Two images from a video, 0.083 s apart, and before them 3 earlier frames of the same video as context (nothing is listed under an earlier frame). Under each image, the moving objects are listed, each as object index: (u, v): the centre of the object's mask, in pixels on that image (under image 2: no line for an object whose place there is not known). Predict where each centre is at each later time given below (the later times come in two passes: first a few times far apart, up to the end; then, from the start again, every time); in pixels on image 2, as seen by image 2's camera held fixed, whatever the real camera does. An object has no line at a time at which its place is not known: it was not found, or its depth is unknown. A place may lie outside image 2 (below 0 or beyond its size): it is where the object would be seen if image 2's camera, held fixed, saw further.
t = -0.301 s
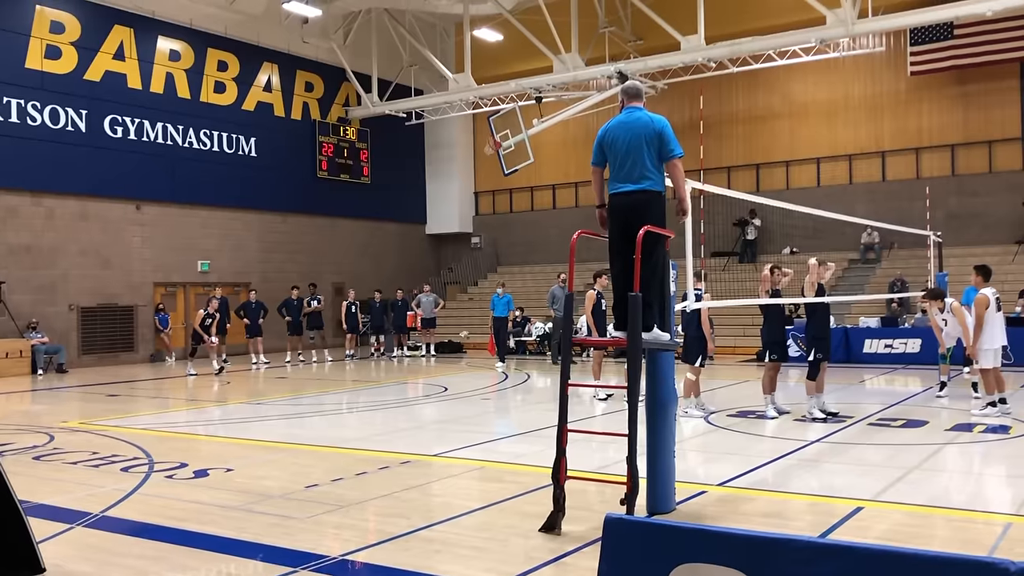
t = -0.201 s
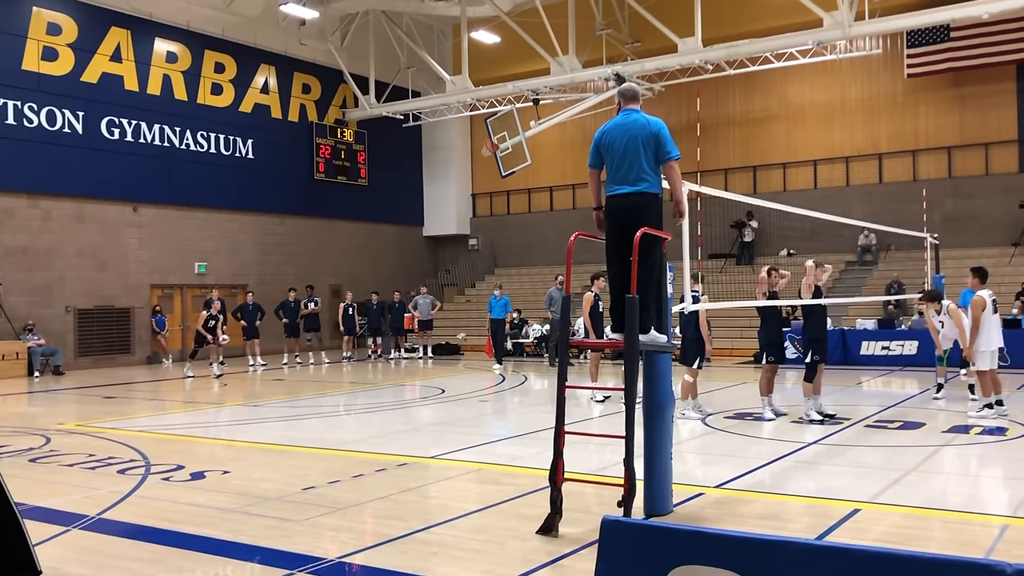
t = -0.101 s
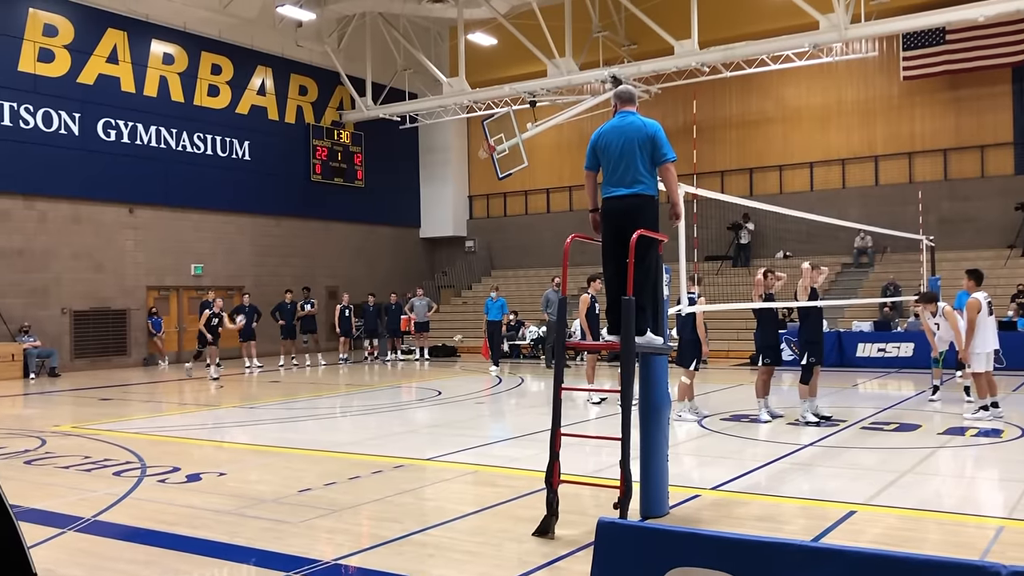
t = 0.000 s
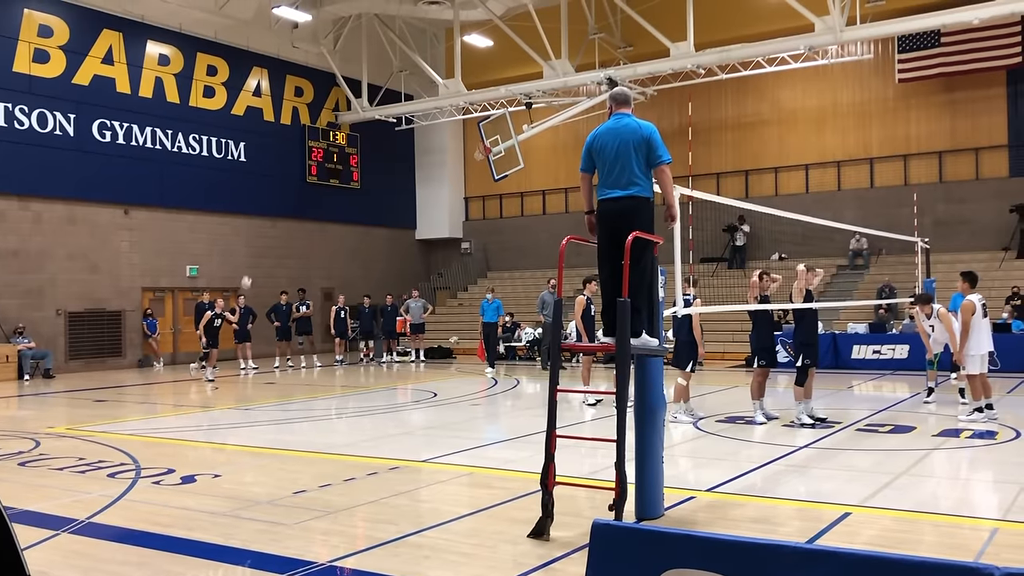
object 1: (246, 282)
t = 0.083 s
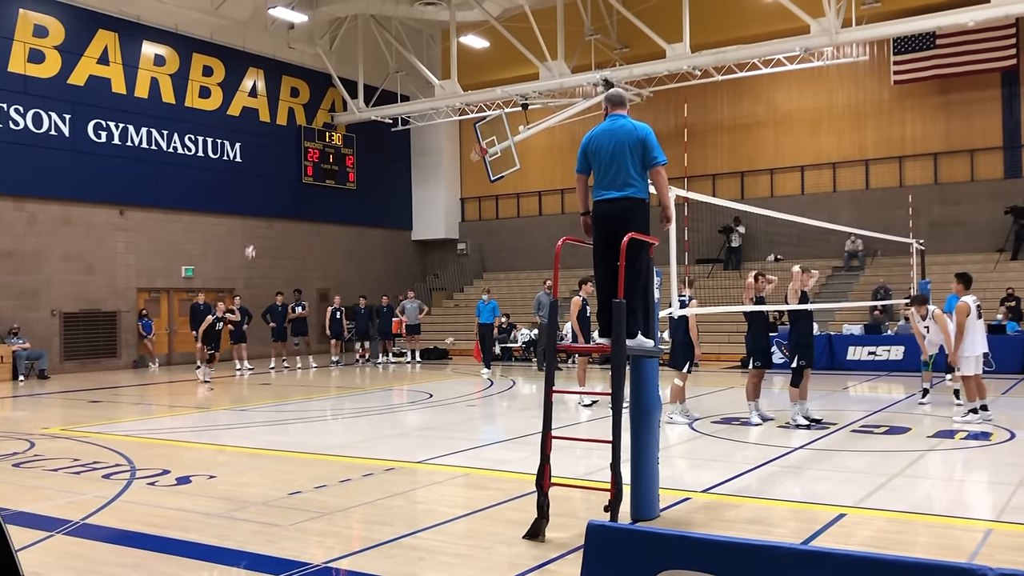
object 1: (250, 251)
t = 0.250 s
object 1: (266, 199)
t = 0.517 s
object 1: (293, 142)
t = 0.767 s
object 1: (319, 119)
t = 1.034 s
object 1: (350, 128)
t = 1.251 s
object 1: (374, 162)
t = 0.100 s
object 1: (251, 246)
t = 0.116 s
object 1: (253, 240)
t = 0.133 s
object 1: (255, 234)
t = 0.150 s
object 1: (256, 229)
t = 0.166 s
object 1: (258, 224)
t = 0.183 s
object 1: (260, 218)
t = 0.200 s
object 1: (261, 214)
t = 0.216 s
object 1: (263, 209)
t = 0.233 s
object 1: (265, 204)
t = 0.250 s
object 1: (266, 199)
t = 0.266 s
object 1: (268, 195)
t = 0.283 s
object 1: (269, 191)
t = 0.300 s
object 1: (271, 186)
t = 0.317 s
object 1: (273, 182)
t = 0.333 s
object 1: (274, 178)
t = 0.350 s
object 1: (276, 174)
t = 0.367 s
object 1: (277, 170)
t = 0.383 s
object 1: (279, 167)
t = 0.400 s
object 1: (281, 163)
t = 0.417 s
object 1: (283, 160)
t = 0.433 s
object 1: (284, 156)
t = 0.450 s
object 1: (286, 153)
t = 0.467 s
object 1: (288, 150)
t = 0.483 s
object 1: (289, 148)
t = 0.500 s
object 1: (291, 145)
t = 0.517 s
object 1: (293, 142)
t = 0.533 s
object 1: (295, 140)
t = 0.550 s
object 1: (296, 137)
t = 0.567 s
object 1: (298, 135)
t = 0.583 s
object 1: (300, 133)
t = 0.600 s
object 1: (302, 131)
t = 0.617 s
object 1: (303, 130)
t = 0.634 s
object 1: (305, 128)
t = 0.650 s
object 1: (307, 126)
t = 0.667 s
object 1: (309, 125)
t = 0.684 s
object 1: (311, 123)
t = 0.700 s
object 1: (312, 122)
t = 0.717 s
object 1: (314, 121)
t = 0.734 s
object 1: (316, 121)
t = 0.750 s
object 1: (318, 120)
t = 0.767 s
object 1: (319, 119)
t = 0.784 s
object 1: (322, 118)
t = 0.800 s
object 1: (323, 118)
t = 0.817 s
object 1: (325, 118)
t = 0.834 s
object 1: (327, 118)
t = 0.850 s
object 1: (329, 118)
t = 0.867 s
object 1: (331, 118)
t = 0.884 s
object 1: (332, 119)
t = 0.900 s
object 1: (334, 119)
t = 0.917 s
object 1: (336, 120)
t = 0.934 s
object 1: (337, 120)
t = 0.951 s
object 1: (339, 121)
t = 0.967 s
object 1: (342, 123)
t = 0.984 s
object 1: (344, 123)
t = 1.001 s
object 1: (346, 125)
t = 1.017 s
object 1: (348, 127)
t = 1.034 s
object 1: (350, 128)
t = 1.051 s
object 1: (351, 130)
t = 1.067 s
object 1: (353, 132)
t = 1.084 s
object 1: (355, 134)
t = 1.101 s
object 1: (357, 136)
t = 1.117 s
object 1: (359, 138)
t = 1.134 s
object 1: (361, 141)
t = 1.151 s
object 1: (363, 143)
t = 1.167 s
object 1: (365, 146)
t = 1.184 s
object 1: (367, 149)
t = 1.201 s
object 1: (369, 152)
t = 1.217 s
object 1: (371, 155)
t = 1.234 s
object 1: (373, 159)
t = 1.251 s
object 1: (374, 162)
